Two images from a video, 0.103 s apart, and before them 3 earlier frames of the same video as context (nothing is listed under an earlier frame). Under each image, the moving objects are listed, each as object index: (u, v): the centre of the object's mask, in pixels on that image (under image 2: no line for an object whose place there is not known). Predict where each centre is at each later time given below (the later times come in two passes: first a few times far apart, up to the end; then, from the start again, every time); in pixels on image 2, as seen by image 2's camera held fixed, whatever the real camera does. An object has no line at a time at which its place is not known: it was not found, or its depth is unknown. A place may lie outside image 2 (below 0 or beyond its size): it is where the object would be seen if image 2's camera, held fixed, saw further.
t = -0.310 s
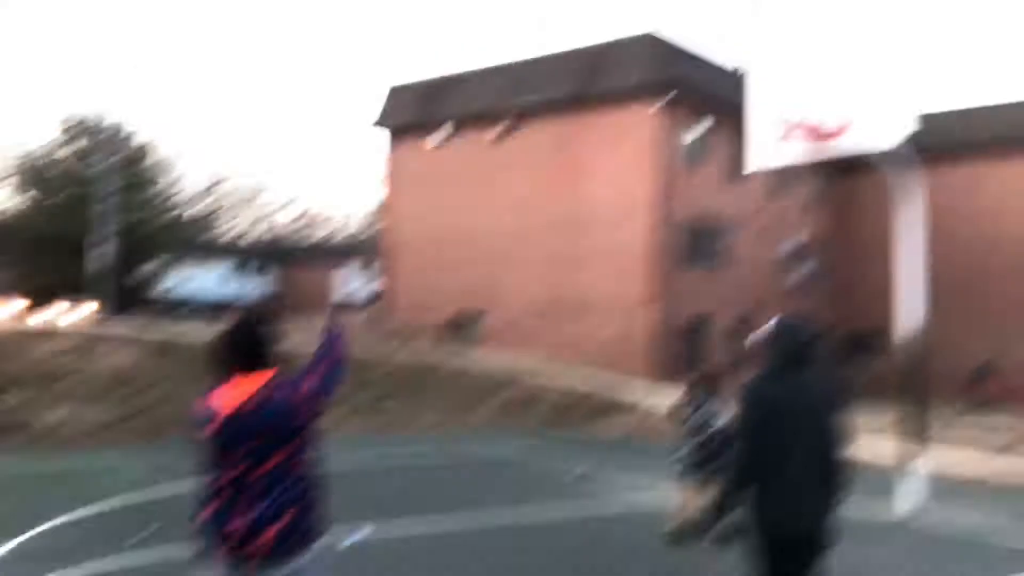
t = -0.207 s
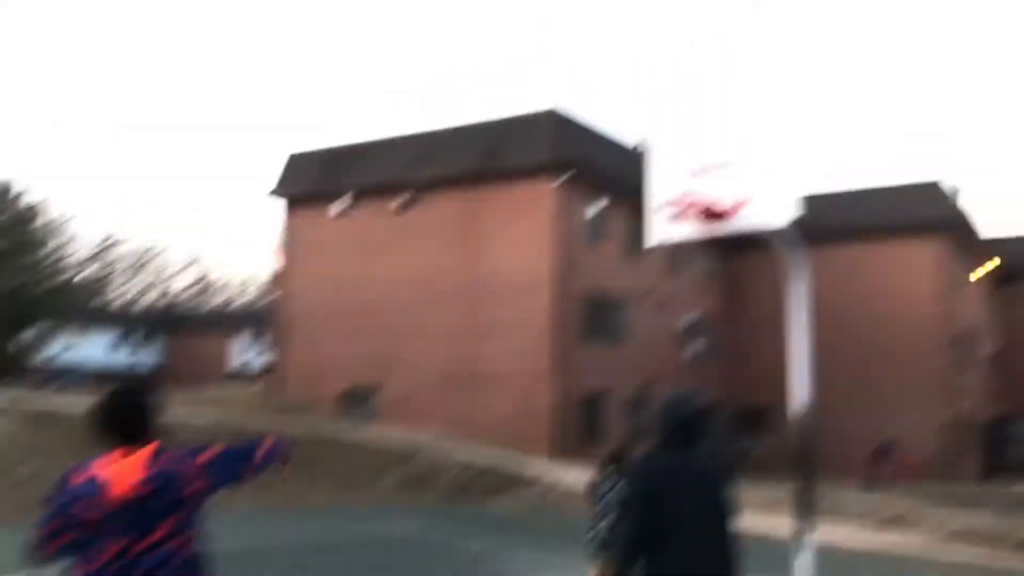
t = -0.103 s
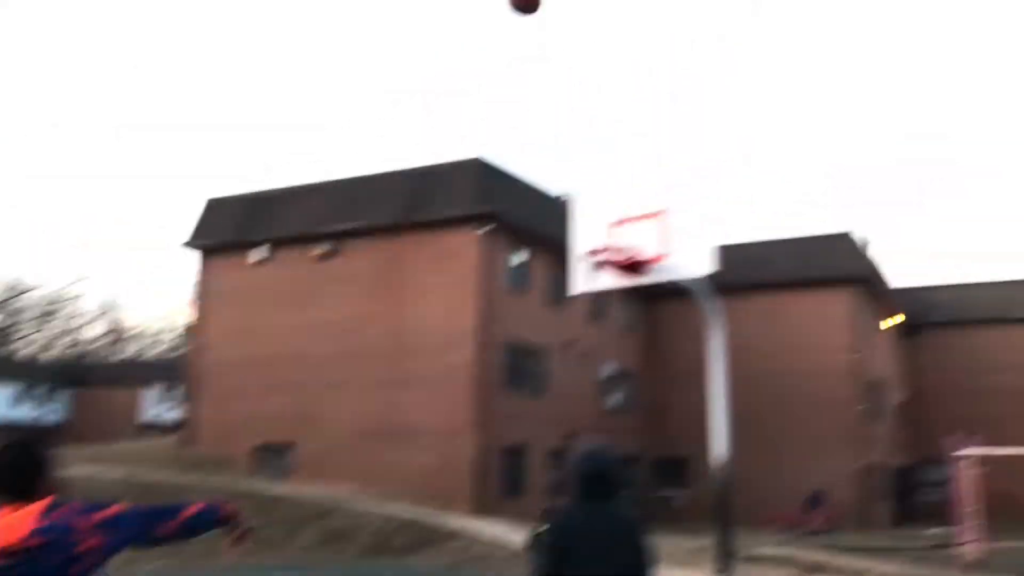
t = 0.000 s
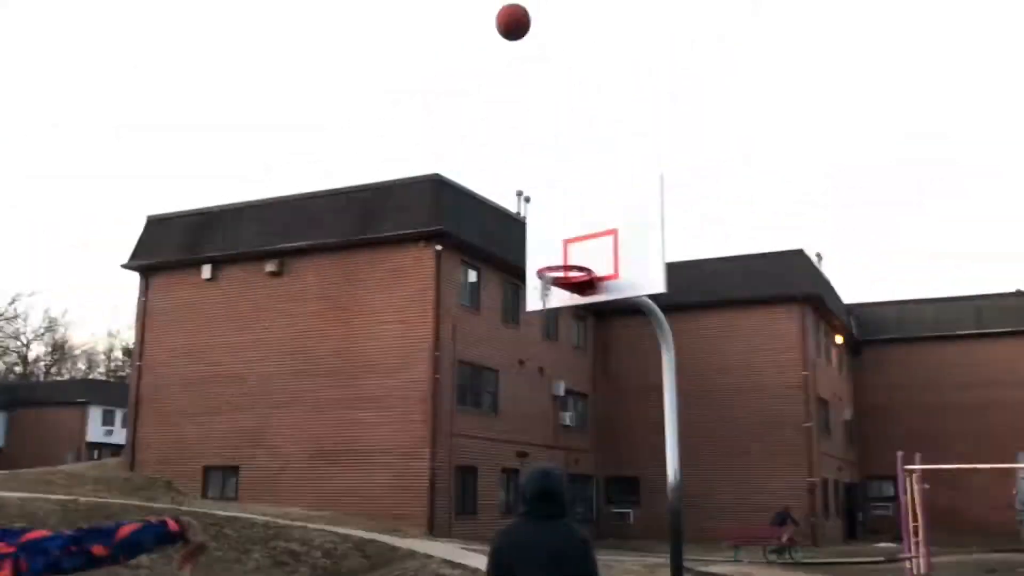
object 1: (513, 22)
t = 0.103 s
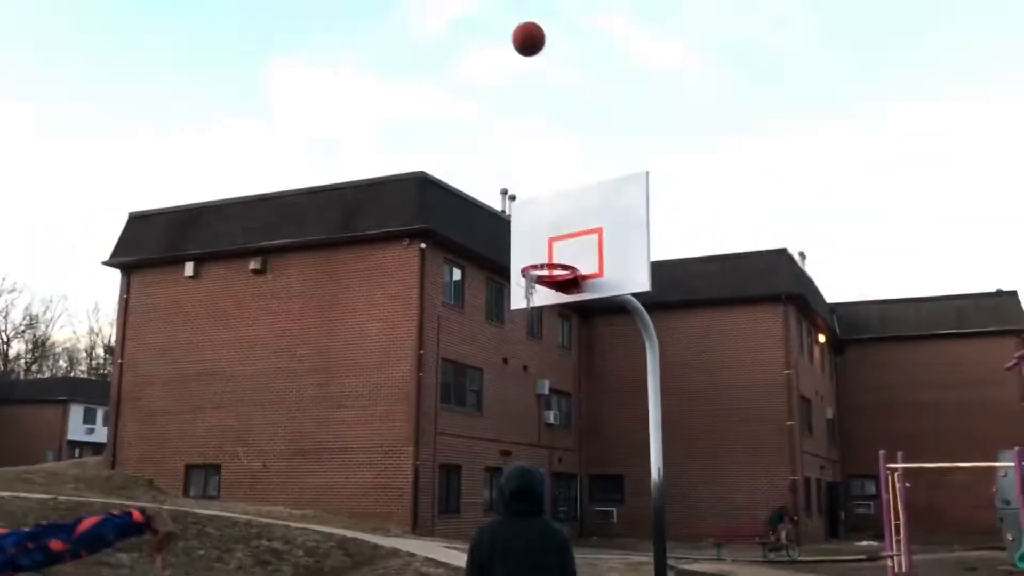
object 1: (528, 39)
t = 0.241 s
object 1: (573, 95)
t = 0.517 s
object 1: (607, 213)
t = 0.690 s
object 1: (549, 276)
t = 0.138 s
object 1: (546, 58)
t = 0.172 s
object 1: (555, 68)
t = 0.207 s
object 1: (565, 82)
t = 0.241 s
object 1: (573, 95)
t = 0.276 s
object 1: (581, 109)
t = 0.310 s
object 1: (588, 123)
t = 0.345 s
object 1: (595, 139)
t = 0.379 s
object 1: (602, 156)
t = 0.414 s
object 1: (610, 173)
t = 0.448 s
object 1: (617, 190)
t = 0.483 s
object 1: (618, 205)
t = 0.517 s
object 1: (607, 213)
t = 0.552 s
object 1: (596, 222)
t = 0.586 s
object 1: (585, 233)
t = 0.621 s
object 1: (573, 246)
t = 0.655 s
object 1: (561, 259)
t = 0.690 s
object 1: (549, 276)
